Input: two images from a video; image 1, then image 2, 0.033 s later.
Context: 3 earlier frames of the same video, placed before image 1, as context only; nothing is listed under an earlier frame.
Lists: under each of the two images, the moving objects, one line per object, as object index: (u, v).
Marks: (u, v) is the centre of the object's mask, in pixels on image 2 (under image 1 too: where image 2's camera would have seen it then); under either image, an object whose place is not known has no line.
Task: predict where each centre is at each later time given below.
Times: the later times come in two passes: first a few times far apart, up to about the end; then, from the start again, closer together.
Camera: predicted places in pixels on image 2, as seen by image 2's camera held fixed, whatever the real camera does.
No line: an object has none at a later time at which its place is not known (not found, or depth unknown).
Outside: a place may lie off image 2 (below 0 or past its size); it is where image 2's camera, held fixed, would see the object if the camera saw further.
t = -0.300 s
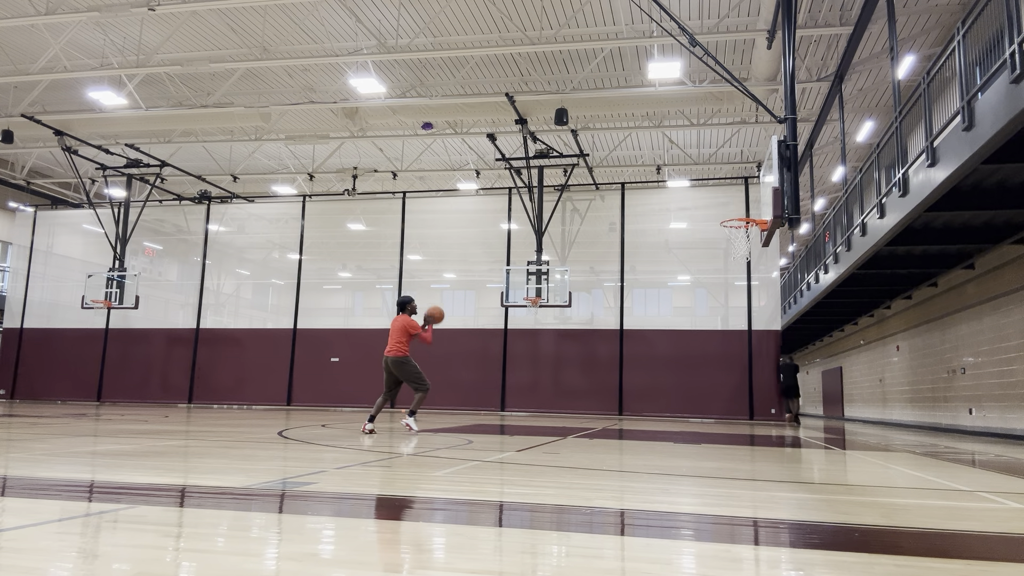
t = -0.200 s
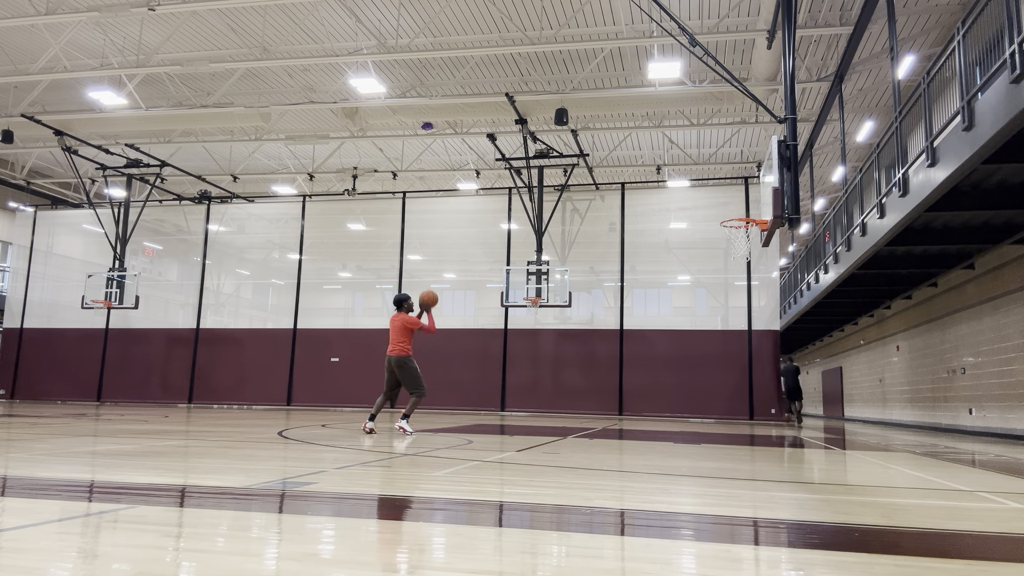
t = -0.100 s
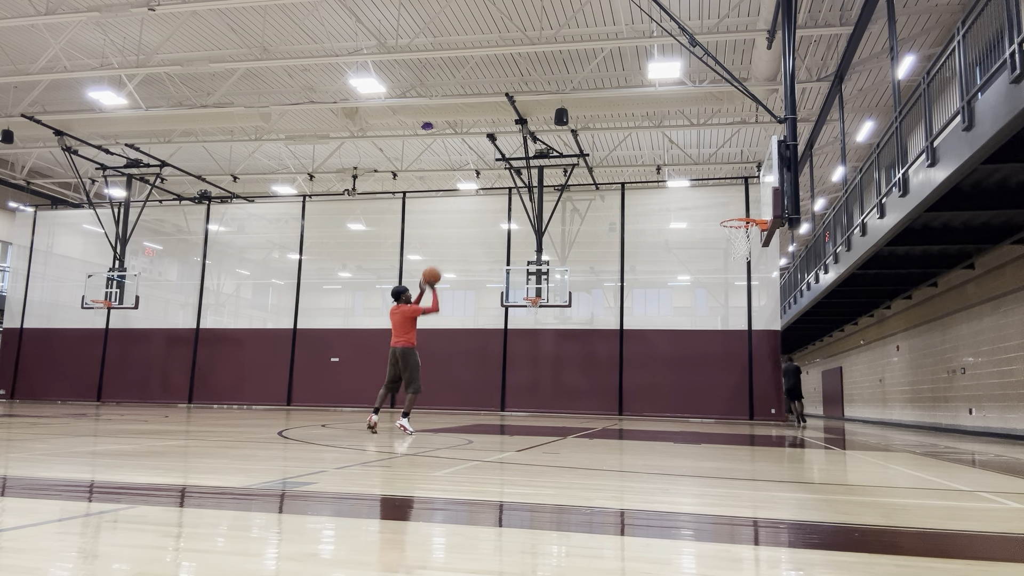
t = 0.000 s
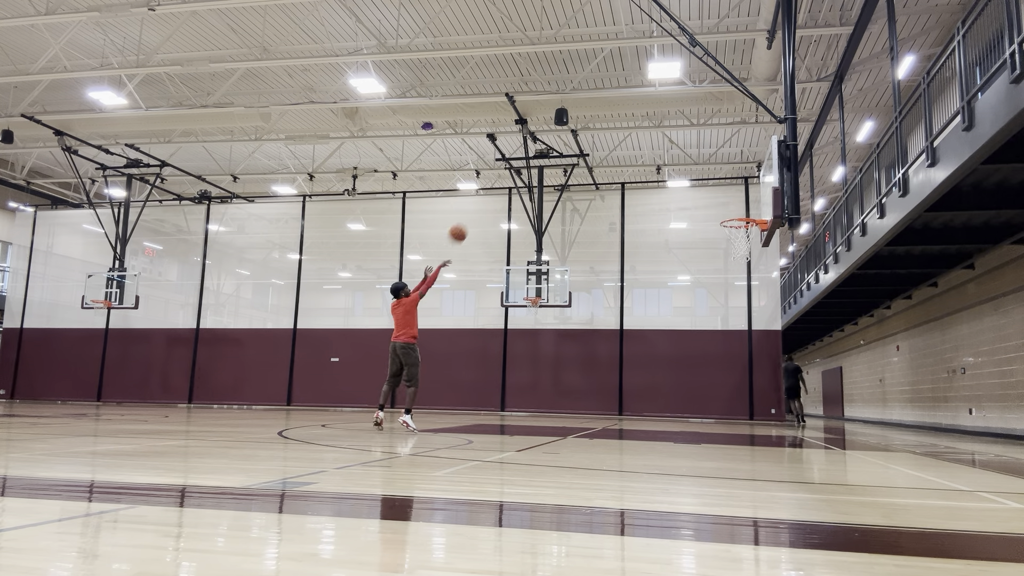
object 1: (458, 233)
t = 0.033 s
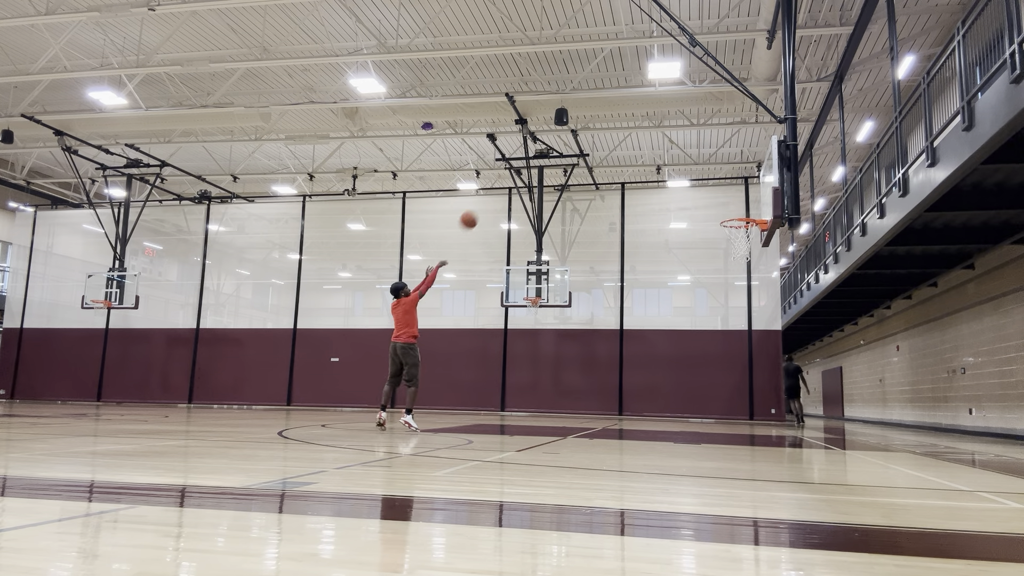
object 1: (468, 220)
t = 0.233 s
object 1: (529, 160)
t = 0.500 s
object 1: (601, 129)
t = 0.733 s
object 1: (660, 143)
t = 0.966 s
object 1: (715, 191)
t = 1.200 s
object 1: (756, 250)
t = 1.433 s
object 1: (768, 291)
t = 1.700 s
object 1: (783, 382)
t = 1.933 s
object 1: (783, 387)
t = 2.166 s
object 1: (768, 335)
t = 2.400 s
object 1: (756, 322)
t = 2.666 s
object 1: (743, 349)
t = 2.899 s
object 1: (733, 412)
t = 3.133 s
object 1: (722, 384)
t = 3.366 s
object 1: (711, 363)
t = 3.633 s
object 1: (700, 383)
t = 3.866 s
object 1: (691, 419)
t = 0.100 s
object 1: (489, 196)
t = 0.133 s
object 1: (499, 186)
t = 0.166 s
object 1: (510, 176)
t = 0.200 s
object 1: (520, 168)
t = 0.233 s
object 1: (529, 160)
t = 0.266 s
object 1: (539, 154)
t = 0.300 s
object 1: (547, 149)
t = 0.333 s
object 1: (557, 143)
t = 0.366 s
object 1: (566, 138)
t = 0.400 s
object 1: (575, 135)
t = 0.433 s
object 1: (584, 132)
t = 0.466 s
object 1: (593, 130)
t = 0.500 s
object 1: (601, 129)
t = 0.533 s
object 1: (610, 129)
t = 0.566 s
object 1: (618, 129)
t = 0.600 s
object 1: (627, 130)
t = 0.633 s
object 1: (635, 133)
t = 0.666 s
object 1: (643, 135)
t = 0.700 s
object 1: (651, 139)
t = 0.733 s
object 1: (660, 143)
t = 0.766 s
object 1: (667, 148)
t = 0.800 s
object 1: (675, 153)
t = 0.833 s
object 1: (683, 159)
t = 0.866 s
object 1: (691, 166)
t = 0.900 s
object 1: (699, 173)
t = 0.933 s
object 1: (707, 181)
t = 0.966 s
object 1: (715, 191)
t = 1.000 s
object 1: (723, 200)
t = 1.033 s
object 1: (730, 210)
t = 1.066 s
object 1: (739, 221)
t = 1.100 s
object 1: (745, 231)
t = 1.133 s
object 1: (752, 242)
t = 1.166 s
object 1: (755, 247)
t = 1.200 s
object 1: (756, 250)
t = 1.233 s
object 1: (758, 253)
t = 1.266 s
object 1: (760, 257)
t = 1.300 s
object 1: (761, 263)
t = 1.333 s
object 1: (763, 269)
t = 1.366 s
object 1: (765, 275)
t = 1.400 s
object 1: (767, 283)
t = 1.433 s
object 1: (768, 291)
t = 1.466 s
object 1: (770, 300)
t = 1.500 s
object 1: (772, 309)
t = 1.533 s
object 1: (774, 320)
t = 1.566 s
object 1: (776, 331)
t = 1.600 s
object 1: (777, 342)
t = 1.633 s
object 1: (780, 355)
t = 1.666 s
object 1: (781, 367)
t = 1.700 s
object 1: (783, 382)
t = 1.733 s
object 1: (786, 397)
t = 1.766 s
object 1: (788, 411)
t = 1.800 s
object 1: (790, 428)
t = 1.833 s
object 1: (789, 421)
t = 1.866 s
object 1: (787, 409)
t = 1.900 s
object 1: (784, 398)
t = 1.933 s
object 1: (783, 387)
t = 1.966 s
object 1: (780, 377)
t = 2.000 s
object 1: (778, 367)
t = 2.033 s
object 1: (776, 359)
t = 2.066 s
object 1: (774, 352)
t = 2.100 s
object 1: (772, 345)
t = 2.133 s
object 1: (770, 340)
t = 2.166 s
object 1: (768, 335)
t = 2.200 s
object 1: (767, 331)
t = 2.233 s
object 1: (765, 327)
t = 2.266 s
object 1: (763, 325)
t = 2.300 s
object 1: (762, 323)
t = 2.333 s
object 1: (760, 322)
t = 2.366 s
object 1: (758, 322)
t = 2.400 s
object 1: (756, 322)
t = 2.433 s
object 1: (755, 323)
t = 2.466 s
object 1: (753, 324)
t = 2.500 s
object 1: (751, 327)
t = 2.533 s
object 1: (750, 330)
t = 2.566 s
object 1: (748, 334)
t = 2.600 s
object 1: (747, 338)
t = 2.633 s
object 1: (745, 343)
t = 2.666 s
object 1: (743, 349)
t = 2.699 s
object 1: (742, 355)
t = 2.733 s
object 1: (740, 363)
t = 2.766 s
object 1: (738, 371)
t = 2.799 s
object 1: (737, 380)
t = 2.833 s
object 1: (736, 390)
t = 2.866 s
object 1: (734, 400)
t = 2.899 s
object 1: (733, 412)
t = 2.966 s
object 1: (731, 423)
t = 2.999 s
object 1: (729, 414)
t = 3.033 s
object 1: (727, 405)
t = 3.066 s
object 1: (725, 397)
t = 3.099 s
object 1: (724, 391)
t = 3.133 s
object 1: (722, 384)
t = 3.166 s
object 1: (720, 379)
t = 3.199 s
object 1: (719, 375)
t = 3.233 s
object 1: (717, 371)
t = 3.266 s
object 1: (716, 368)
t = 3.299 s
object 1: (714, 366)
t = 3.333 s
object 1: (713, 364)
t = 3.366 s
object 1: (711, 363)
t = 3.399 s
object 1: (709, 363)
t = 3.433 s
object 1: (708, 364)
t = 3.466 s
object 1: (707, 365)
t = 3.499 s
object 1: (705, 367)
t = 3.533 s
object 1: (704, 370)
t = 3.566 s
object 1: (703, 374)
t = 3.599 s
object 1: (701, 378)
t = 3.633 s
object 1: (700, 383)
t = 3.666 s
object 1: (698, 389)
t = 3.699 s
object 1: (697, 395)
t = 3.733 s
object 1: (696, 403)
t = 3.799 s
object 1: (694, 419)
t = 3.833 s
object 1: (692, 427)
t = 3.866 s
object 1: (691, 419)
